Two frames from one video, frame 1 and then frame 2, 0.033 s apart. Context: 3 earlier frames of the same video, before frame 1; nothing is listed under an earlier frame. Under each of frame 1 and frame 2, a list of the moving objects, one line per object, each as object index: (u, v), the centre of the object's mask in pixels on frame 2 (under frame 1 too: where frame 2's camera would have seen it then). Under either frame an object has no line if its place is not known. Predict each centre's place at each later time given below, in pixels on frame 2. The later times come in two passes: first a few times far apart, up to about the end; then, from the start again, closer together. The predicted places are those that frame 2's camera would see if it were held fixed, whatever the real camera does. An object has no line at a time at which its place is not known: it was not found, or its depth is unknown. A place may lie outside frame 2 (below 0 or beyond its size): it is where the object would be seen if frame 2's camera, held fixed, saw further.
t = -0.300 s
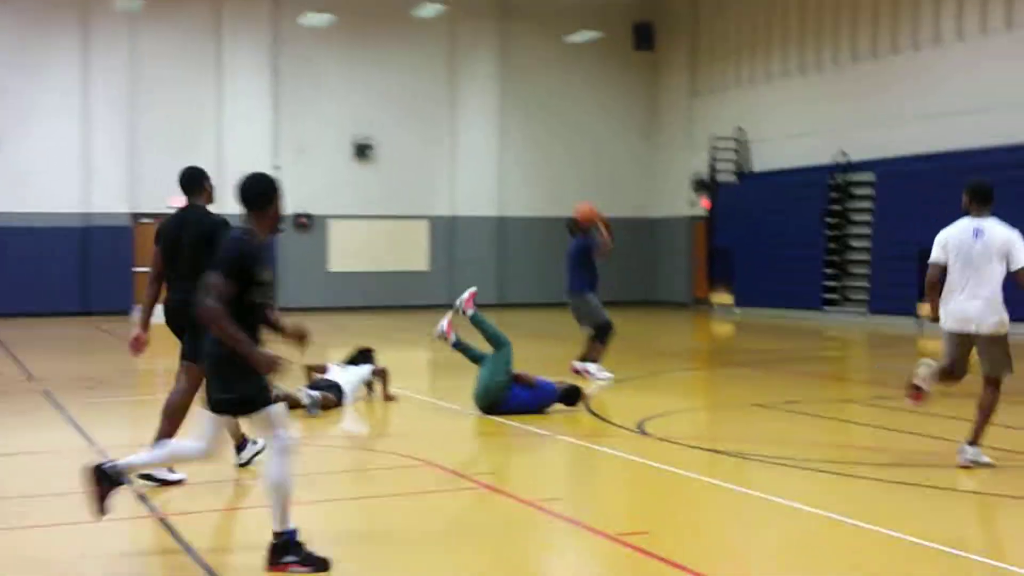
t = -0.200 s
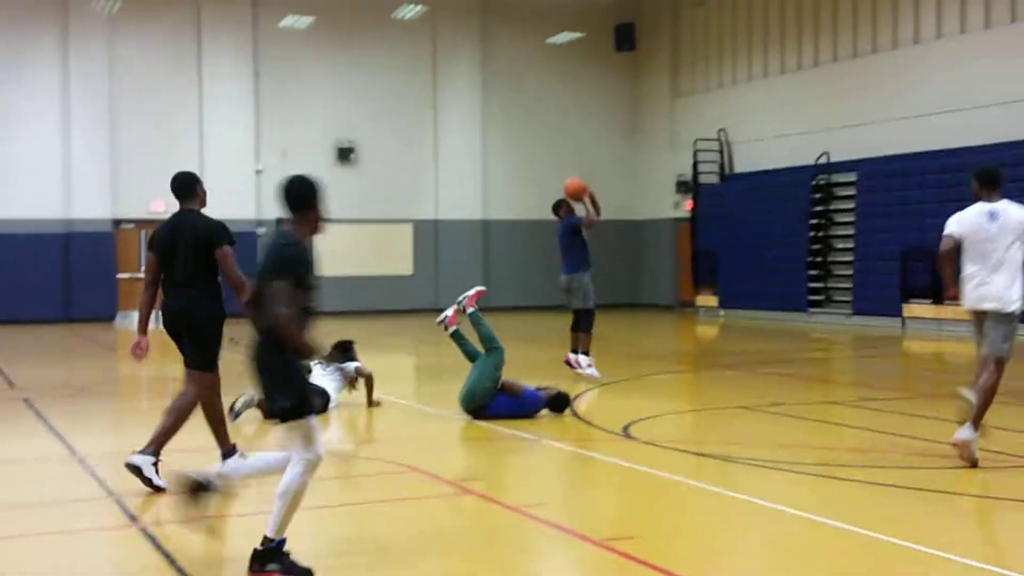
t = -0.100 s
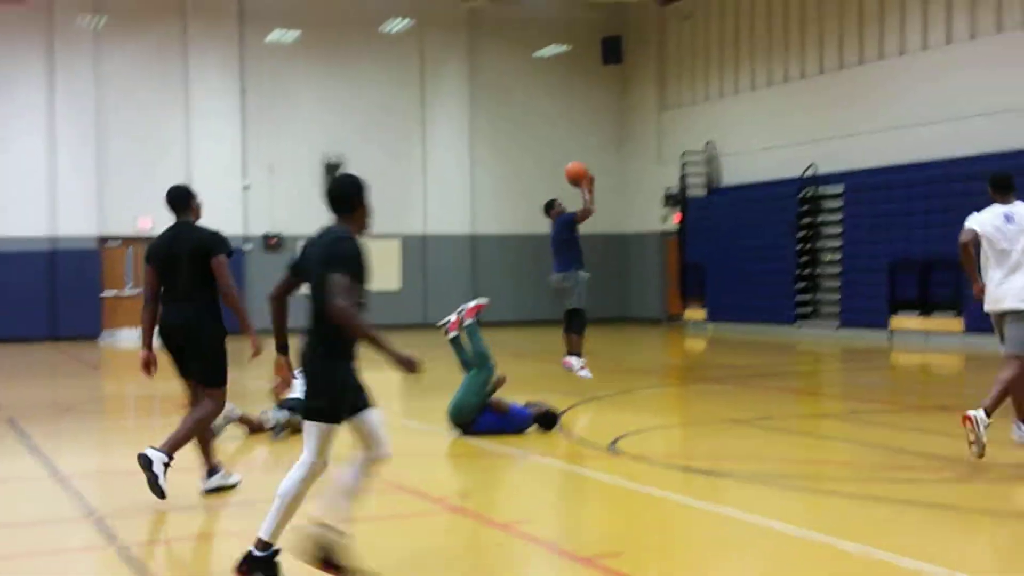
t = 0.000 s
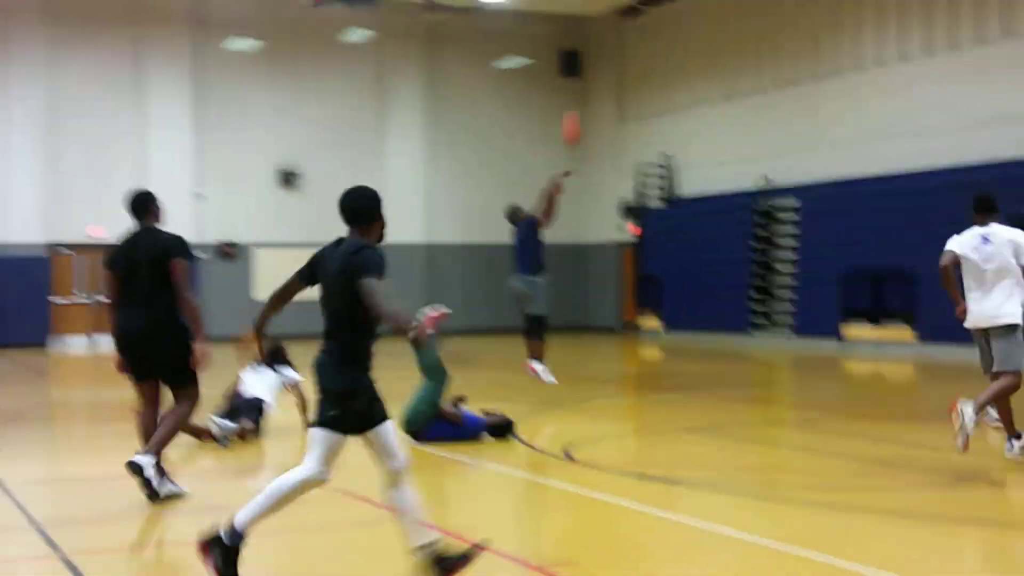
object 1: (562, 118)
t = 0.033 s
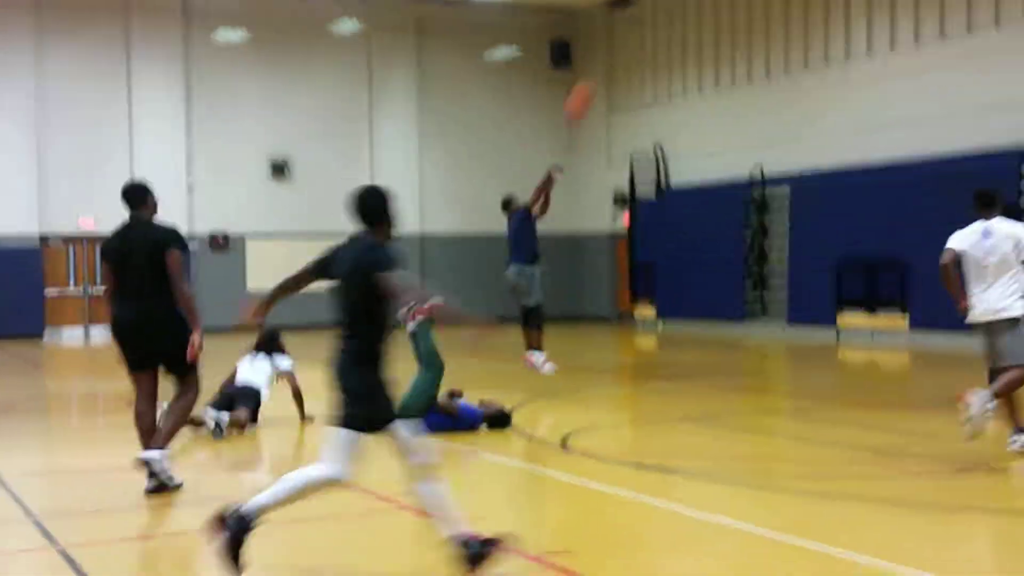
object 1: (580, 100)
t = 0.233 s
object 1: (683, 8)
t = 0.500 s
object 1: (831, -68)
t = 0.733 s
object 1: (971, -78)
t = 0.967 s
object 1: (1128, -24)
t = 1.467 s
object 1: (1022, 12)
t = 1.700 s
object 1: (887, 59)
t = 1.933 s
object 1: (763, 164)
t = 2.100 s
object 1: (682, 269)
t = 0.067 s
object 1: (595, 83)
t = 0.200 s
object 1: (667, 17)
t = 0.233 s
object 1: (683, 8)
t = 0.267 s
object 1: (702, -7)
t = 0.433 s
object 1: (792, -56)
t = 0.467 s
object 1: (811, -62)
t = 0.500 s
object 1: (831, -68)
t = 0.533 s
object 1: (851, -73)
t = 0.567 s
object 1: (869, -82)
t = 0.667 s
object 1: (931, -85)
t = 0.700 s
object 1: (950, -81)
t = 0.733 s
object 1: (971, -78)
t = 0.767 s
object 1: (992, -74)
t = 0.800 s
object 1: (1013, -71)
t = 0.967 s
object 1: (1128, -24)
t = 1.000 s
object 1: (1151, -10)
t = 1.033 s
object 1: (1174, 5)
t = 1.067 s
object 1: (1199, 20)
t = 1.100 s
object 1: (1223, 35)
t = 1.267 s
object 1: (1150, 17)
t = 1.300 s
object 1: (1127, 13)
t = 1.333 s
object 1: (1106, 11)
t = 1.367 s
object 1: (1083, 8)
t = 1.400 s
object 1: (1063, 7)
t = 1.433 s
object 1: (1044, 9)
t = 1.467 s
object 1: (1022, 12)
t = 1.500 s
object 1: (1002, 15)
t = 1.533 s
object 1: (984, 20)
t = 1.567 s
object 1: (962, 25)
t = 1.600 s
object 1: (944, 31)
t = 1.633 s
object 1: (924, 40)
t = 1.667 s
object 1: (905, 49)
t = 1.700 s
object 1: (887, 59)
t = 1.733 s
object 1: (869, 71)
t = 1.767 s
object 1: (850, 84)
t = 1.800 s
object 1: (832, 97)
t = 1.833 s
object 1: (815, 112)
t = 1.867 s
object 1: (797, 128)
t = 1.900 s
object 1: (780, 145)
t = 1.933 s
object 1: (763, 164)
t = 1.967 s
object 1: (745, 184)
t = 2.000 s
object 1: (730, 203)
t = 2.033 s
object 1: (714, 224)
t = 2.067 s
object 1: (698, 246)
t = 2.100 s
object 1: (682, 269)
